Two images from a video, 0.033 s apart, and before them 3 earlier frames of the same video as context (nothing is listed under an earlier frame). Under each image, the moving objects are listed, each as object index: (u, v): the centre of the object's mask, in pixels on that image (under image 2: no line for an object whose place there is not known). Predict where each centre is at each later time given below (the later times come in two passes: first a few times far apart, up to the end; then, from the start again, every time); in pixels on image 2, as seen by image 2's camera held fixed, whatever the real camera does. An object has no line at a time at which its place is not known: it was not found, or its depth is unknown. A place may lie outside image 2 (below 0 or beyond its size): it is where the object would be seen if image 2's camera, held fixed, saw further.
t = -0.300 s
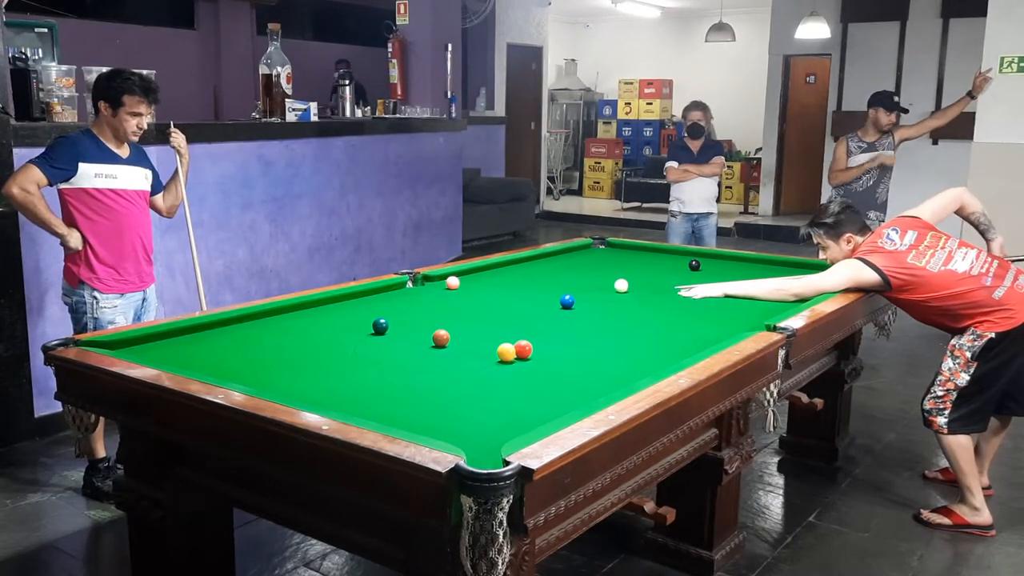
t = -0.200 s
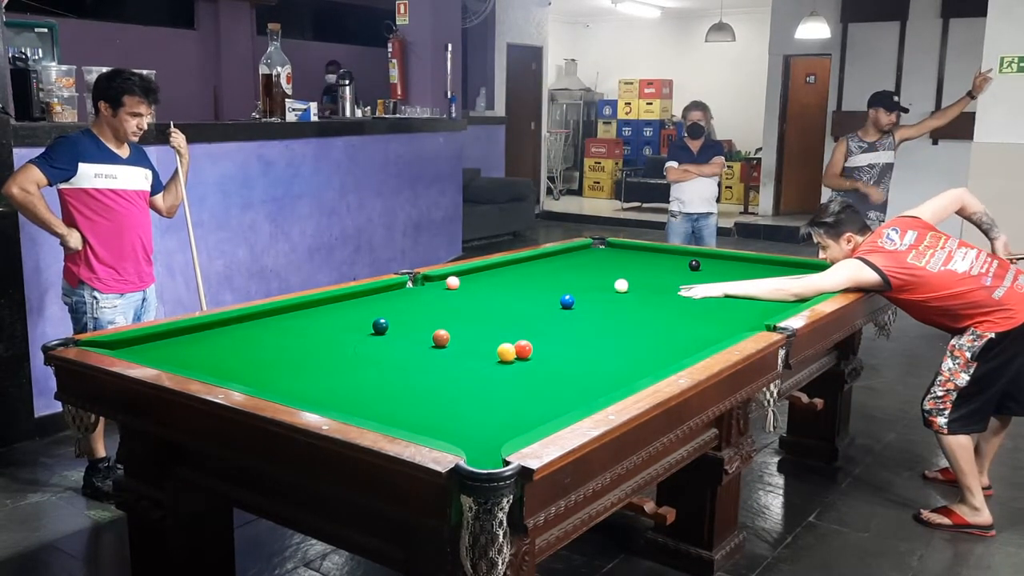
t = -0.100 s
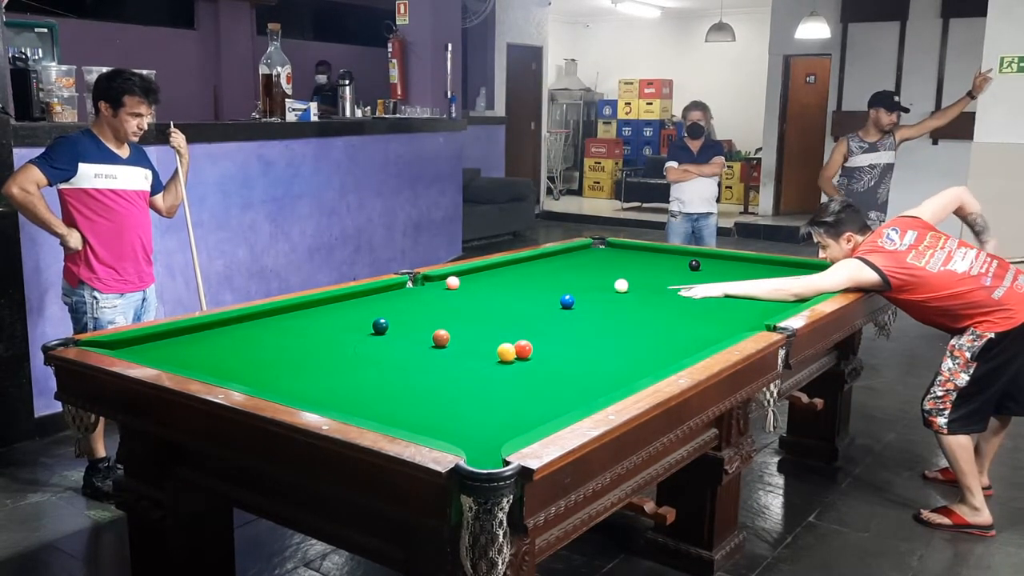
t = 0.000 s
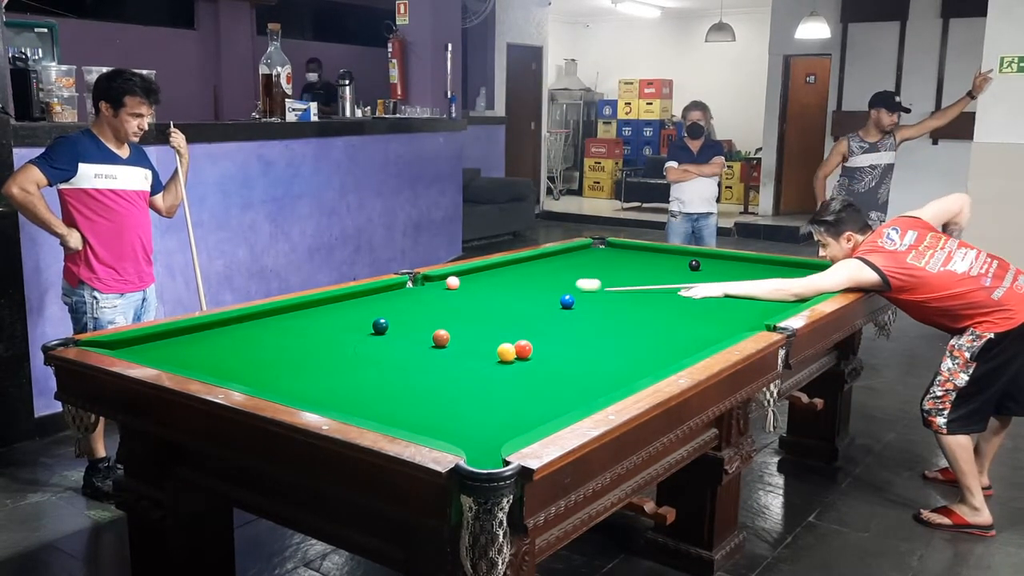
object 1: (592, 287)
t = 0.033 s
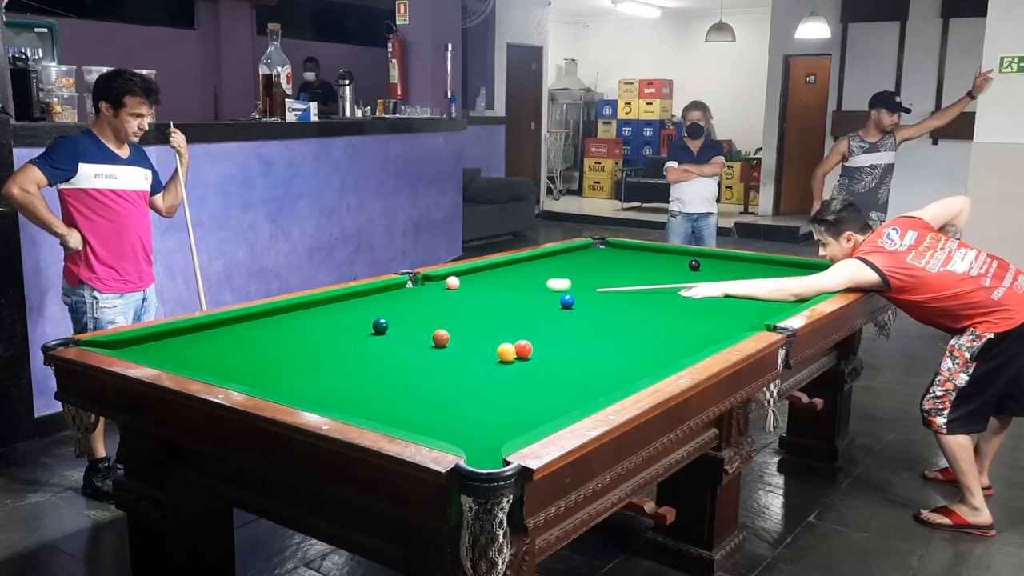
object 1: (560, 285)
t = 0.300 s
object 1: (435, 292)
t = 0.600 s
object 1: (397, 307)
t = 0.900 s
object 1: (363, 323)
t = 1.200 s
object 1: (325, 340)
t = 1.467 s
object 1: (288, 357)
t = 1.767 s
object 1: (242, 377)
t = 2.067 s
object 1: (289, 380)
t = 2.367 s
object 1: (350, 377)
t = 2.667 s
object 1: (403, 374)
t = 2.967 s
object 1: (450, 372)
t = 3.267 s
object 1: (492, 370)
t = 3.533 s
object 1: (526, 368)
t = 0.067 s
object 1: (531, 284)
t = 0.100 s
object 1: (502, 284)
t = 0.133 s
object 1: (478, 285)
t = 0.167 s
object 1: (460, 285)
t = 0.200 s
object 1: (453, 287)
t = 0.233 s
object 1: (447, 289)
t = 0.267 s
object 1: (440, 291)
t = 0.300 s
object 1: (435, 292)
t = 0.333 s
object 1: (429, 294)
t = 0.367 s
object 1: (424, 296)
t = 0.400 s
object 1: (419, 297)
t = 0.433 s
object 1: (415, 299)
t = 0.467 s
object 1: (411, 301)
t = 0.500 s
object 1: (408, 302)
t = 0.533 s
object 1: (404, 304)
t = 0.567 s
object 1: (401, 306)
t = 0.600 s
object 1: (397, 307)
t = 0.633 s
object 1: (394, 309)
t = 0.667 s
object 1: (390, 310)
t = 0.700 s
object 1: (387, 312)
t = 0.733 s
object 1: (383, 313)
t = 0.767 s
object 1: (379, 314)
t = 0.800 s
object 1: (374, 316)
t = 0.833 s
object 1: (370, 318)
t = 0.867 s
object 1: (366, 321)
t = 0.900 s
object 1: (363, 323)
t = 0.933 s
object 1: (359, 325)
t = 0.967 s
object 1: (355, 326)
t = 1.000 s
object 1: (351, 328)
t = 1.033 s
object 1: (346, 331)
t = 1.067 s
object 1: (342, 332)
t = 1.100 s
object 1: (338, 334)
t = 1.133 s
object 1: (334, 336)
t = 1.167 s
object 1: (330, 338)
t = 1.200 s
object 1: (325, 340)
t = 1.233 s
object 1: (321, 343)
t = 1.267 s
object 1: (316, 345)
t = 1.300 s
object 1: (312, 347)
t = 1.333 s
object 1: (307, 349)
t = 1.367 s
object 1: (302, 351)
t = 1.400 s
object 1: (298, 353)
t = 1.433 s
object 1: (293, 355)
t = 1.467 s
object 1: (288, 357)
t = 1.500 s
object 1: (283, 360)
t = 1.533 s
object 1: (278, 362)
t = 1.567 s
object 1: (273, 364)
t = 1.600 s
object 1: (268, 367)
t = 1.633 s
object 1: (263, 369)
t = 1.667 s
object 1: (257, 371)
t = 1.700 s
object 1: (252, 374)
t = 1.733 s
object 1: (247, 376)
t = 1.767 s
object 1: (242, 377)
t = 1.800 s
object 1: (237, 378)
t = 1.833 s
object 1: (238, 379)
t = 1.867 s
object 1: (247, 380)
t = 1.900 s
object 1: (254, 380)
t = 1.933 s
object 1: (261, 380)
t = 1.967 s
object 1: (268, 381)
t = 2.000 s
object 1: (276, 380)
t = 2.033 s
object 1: (283, 380)
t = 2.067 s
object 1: (289, 380)
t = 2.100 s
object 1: (296, 379)
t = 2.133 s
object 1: (303, 379)
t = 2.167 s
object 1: (310, 379)
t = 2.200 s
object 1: (317, 378)
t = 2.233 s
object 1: (323, 378)
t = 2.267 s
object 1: (330, 378)
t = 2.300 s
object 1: (336, 378)
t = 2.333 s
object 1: (343, 377)
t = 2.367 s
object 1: (350, 377)
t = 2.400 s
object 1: (356, 376)
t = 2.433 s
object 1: (362, 376)
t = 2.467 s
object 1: (368, 376)
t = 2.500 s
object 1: (374, 376)
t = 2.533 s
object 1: (380, 375)
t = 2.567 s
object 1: (385, 375)
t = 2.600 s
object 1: (391, 375)
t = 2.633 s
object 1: (397, 374)
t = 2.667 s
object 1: (403, 374)
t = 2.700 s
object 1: (408, 374)
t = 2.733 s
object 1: (414, 374)
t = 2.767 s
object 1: (419, 373)
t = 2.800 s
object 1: (424, 373)
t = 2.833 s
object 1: (430, 373)
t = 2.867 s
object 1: (435, 373)
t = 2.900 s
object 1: (440, 373)
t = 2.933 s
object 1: (445, 372)
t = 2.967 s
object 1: (450, 372)
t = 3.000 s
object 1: (455, 372)
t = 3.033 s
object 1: (460, 372)
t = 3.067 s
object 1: (465, 371)
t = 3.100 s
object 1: (470, 371)
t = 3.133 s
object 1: (474, 371)
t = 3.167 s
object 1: (479, 371)
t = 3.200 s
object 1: (483, 370)
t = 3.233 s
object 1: (488, 370)
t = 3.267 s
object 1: (492, 370)
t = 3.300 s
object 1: (497, 370)
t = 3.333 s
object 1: (501, 370)
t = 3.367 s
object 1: (506, 369)
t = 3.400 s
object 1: (510, 369)
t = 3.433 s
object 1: (514, 369)
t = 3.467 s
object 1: (518, 369)
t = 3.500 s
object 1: (522, 369)
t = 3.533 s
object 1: (526, 368)
